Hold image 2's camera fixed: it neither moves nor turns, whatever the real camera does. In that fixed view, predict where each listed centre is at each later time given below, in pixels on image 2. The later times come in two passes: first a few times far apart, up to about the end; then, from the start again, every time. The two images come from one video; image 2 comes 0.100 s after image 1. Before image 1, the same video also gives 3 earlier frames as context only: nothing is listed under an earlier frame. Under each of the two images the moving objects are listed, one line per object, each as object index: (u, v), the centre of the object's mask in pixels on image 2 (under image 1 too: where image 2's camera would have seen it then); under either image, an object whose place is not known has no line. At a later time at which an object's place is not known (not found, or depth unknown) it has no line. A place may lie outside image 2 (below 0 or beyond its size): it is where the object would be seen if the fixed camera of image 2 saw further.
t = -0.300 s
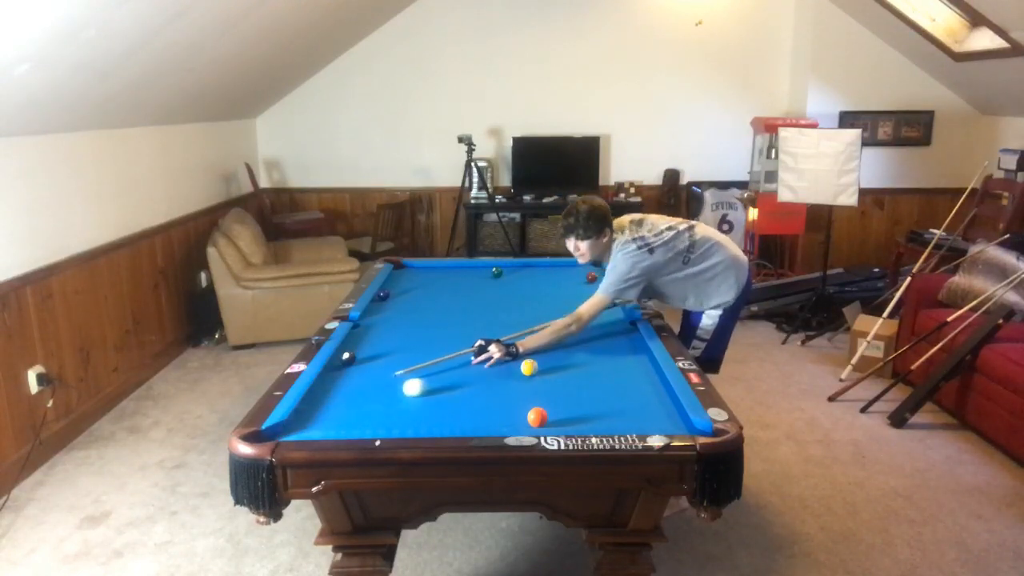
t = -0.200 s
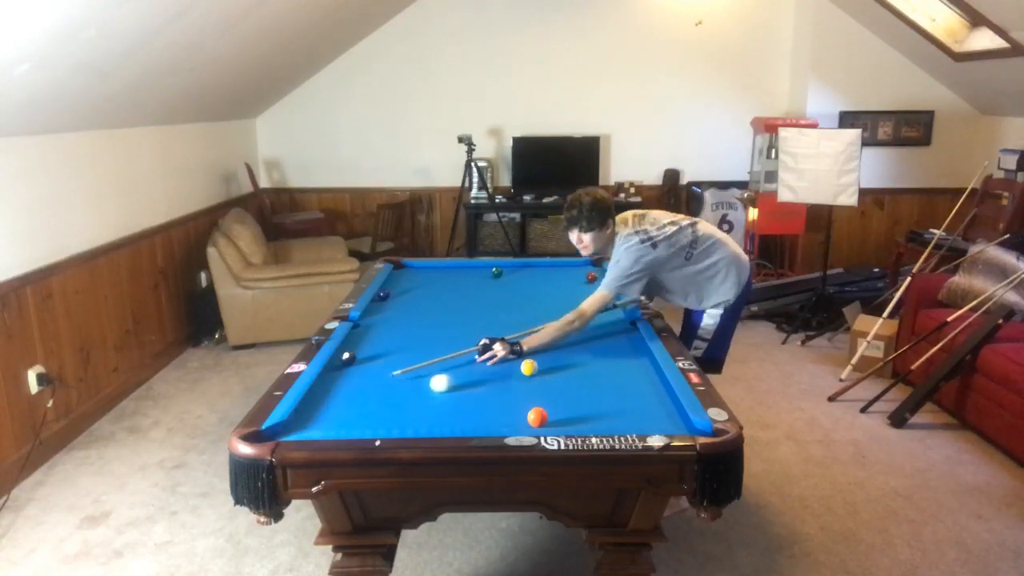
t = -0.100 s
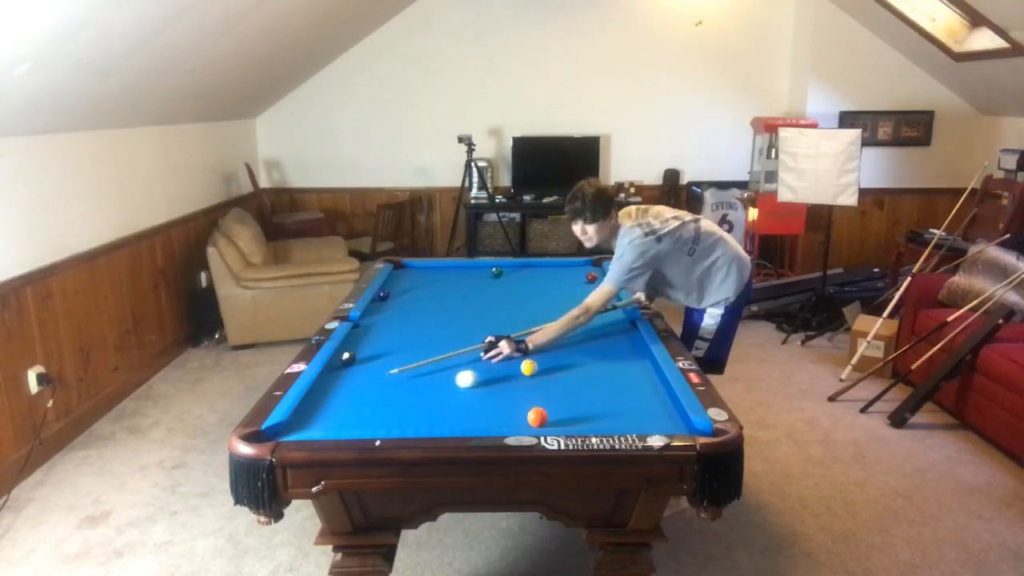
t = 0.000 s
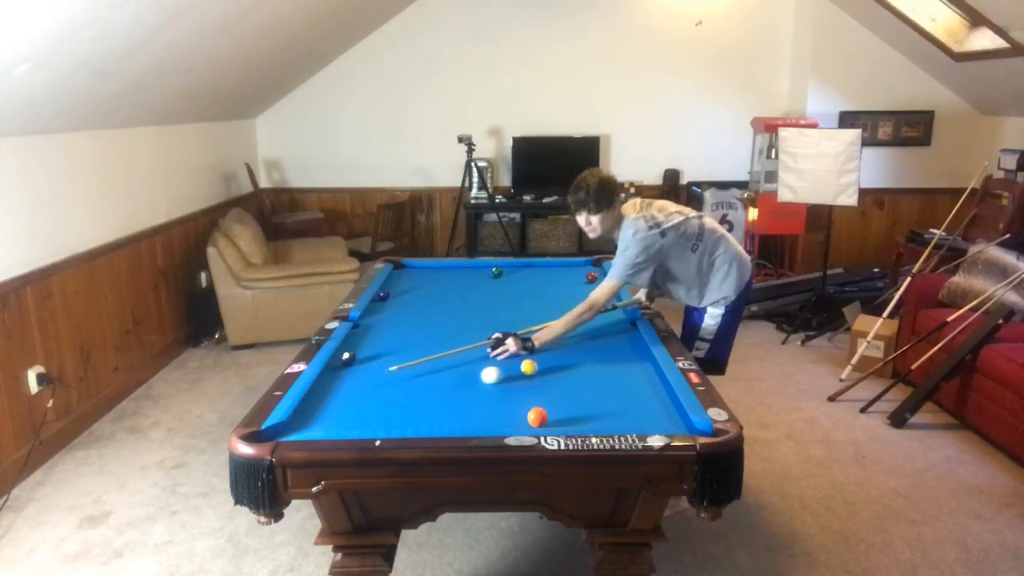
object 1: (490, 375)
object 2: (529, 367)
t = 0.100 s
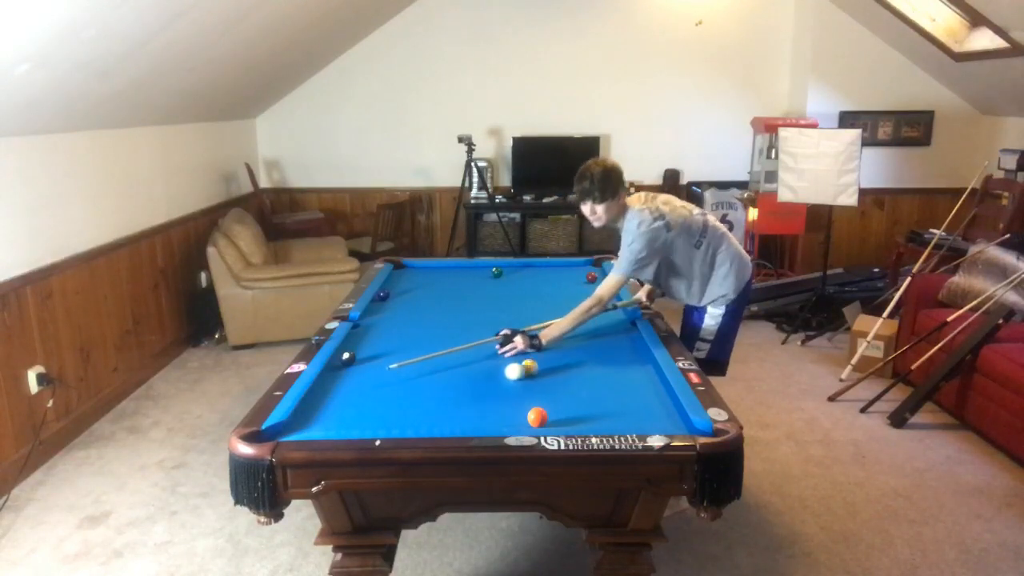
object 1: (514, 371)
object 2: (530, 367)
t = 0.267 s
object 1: (527, 372)
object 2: (550, 360)
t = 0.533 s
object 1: (549, 373)
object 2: (579, 352)
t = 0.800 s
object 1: (570, 374)
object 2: (605, 344)
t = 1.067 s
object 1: (589, 374)
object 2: (628, 338)
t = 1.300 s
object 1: (603, 375)
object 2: (626, 334)
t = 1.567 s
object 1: (619, 375)
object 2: (612, 330)
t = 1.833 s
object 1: (633, 375)
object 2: (599, 328)
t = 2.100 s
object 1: (644, 375)
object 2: (589, 325)
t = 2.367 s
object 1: (654, 375)
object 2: (579, 323)
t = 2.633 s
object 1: (651, 374)
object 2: (571, 321)
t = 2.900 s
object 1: (647, 374)
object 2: (564, 320)
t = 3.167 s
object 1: (646, 374)
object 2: (559, 319)
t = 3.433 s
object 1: (646, 374)
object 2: (554, 318)
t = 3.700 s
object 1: (646, 374)
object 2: (551, 317)
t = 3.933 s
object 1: (646, 374)
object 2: (550, 316)
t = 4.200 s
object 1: (646, 374)
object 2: (549, 316)
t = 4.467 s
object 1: (646, 374)
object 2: (549, 316)
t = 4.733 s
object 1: (646, 374)
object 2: (549, 316)
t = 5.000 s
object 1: (646, 374)
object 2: (549, 316)
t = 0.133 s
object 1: (517, 371)
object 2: (533, 365)
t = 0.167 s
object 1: (519, 372)
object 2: (538, 364)
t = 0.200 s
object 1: (522, 372)
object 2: (542, 362)
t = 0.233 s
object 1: (525, 372)
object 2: (547, 361)
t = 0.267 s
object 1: (527, 372)
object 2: (550, 360)
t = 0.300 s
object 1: (530, 372)
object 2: (554, 359)
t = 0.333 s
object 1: (533, 372)
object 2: (558, 358)
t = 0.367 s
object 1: (536, 373)
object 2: (562, 357)
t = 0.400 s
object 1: (539, 372)
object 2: (565, 356)
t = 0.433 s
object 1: (541, 373)
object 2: (569, 355)
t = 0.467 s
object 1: (544, 373)
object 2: (572, 354)
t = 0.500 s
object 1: (547, 373)
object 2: (575, 353)
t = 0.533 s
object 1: (549, 373)
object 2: (579, 352)
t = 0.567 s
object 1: (552, 373)
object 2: (582, 351)
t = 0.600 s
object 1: (555, 373)
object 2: (586, 350)
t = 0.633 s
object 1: (557, 373)
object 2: (589, 349)
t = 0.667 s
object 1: (560, 373)
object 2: (592, 348)
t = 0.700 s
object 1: (562, 374)
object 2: (595, 347)
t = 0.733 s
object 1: (565, 374)
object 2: (598, 346)
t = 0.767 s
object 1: (567, 374)
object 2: (602, 345)
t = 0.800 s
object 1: (570, 374)
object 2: (605, 344)
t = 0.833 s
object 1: (572, 374)
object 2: (608, 344)
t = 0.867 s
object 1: (575, 374)
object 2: (610, 343)
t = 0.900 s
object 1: (577, 374)
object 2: (613, 342)
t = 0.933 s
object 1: (579, 374)
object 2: (616, 341)
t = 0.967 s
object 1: (582, 374)
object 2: (619, 340)
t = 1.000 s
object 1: (584, 374)
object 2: (622, 340)
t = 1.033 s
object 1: (586, 374)
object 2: (625, 339)
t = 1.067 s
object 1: (589, 374)
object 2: (628, 338)
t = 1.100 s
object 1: (591, 374)
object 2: (631, 337)
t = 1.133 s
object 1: (593, 374)
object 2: (633, 336)
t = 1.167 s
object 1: (595, 374)
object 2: (633, 336)
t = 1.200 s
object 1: (597, 374)
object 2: (631, 335)
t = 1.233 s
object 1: (600, 374)
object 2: (629, 335)
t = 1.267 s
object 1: (601, 375)
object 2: (627, 334)
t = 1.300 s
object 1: (603, 375)
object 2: (626, 334)
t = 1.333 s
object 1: (605, 375)
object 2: (624, 333)
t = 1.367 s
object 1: (608, 375)
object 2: (623, 333)
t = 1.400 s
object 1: (610, 375)
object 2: (621, 333)
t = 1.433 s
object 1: (611, 374)
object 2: (619, 332)
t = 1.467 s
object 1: (613, 375)
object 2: (617, 332)
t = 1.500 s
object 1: (615, 375)
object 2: (615, 331)
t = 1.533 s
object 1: (617, 375)
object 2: (613, 331)
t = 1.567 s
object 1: (619, 375)
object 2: (612, 330)
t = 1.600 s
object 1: (621, 375)
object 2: (610, 330)
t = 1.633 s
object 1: (623, 375)
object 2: (609, 330)
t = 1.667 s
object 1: (624, 375)
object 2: (607, 329)
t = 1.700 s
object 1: (626, 375)
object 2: (606, 329)
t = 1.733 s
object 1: (627, 375)
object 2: (604, 329)
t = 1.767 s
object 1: (630, 375)
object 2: (603, 328)
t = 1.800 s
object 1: (631, 375)
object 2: (601, 328)
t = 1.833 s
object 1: (633, 375)
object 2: (599, 328)
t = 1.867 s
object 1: (634, 375)
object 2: (598, 327)
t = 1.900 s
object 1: (636, 375)
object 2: (596, 327)
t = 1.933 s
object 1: (637, 375)
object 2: (595, 327)
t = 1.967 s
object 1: (638, 375)
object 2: (594, 327)
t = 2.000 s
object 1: (640, 375)
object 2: (592, 326)
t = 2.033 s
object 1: (642, 375)
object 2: (591, 326)
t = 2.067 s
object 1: (642, 375)
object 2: (590, 326)
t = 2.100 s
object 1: (644, 375)
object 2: (589, 325)
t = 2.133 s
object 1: (645, 375)
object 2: (587, 325)
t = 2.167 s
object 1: (646, 375)
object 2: (586, 325)
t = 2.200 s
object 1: (648, 375)
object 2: (585, 324)
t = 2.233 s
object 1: (649, 375)
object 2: (583, 324)
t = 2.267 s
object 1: (651, 375)
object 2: (582, 324)
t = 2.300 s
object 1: (652, 375)
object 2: (581, 324)
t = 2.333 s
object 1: (653, 375)
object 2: (580, 323)
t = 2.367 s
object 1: (654, 375)
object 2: (579, 323)
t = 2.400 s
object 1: (655, 375)
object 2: (578, 323)
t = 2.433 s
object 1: (655, 375)
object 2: (577, 323)
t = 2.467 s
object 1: (654, 375)
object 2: (576, 322)
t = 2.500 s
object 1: (653, 375)
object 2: (575, 322)
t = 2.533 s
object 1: (653, 374)
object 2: (574, 322)
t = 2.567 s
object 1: (652, 374)
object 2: (573, 322)
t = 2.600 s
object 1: (651, 374)
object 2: (572, 322)
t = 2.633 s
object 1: (651, 374)
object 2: (571, 321)
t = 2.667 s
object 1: (650, 374)
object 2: (570, 321)
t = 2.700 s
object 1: (650, 374)
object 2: (569, 321)
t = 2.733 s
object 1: (650, 374)
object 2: (569, 321)
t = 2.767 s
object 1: (649, 374)
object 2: (567, 321)
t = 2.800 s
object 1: (649, 374)
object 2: (567, 321)
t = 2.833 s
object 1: (648, 374)
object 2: (566, 320)
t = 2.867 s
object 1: (647, 374)
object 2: (565, 320)
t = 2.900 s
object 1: (647, 374)
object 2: (564, 320)
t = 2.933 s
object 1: (647, 374)
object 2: (563, 320)
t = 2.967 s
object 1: (647, 374)
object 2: (562, 320)
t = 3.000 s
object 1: (647, 374)
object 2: (562, 320)
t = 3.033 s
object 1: (647, 374)
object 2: (561, 319)
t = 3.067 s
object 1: (646, 374)
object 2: (560, 319)
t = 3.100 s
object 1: (646, 374)
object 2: (560, 319)
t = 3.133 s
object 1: (646, 374)
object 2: (559, 319)
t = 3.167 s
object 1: (646, 374)
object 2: (559, 319)
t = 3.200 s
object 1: (646, 374)
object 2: (558, 319)
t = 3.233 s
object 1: (646, 374)
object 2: (557, 319)
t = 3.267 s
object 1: (646, 374)
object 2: (557, 318)
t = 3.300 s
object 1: (646, 374)
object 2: (556, 318)
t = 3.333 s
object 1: (646, 374)
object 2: (556, 318)
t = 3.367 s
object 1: (646, 374)
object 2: (555, 318)
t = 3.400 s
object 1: (646, 374)
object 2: (555, 318)
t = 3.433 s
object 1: (646, 374)
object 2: (554, 318)
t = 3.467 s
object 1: (646, 374)
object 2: (554, 318)
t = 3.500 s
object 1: (646, 374)
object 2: (553, 317)
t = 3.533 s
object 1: (646, 374)
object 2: (553, 317)
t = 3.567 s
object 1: (646, 374)
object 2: (553, 317)
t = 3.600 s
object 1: (646, 374)
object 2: (552, 317)
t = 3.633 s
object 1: (646, 374)
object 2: (552, 317)
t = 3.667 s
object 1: (646, 374)
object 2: (551, 317)
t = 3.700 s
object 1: (646, 374)
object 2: (551, 317)
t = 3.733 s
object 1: (646, 374)
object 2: (551, 317)
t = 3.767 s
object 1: (646, 374)
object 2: (551, 317)
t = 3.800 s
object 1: (646, 374)
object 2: (550, 317)
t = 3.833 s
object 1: (646, 374)
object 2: (550, 317)
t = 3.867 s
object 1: (646, 374)
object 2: (550, 317)
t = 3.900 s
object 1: (646, 374)
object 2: (550, 317)
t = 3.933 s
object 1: (646, 374)
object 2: (550, 316)
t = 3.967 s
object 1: (646, 374)
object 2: (549, 316)
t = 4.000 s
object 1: (646, 374)
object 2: (549, 316)
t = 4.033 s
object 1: (646, 374)
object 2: (549, 316)
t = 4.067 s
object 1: (646, 374)
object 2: (549, 316)
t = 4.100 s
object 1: (646, 374)
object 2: (549, 316)
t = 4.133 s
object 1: (646, 374)
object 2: (549, 316)
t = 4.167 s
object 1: (646, 374)
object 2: (549, 316)
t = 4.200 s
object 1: (646, 374)
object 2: (549, 316)
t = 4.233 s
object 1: (646, 374)
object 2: (549, 316)
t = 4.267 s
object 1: (646, 374)
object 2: (549, 316)
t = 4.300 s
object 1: (646, 374)
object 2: (549, 316)
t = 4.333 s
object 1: (646, 374)
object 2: (549, 316)
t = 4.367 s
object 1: (646, 374)
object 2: (549, 316)
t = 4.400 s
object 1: (646, 374)
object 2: (549, 316)
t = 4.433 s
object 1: (646, 374)
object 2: (549, 316)
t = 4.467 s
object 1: (646, 374)
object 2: (549, 316)
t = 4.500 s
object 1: (646, 374)
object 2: (549, 316)
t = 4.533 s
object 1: (646, 374)
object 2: (549, 316)
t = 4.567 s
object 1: (646, 374)
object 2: (549, 316)
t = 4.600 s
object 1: (646, 374)
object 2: (549, 316)
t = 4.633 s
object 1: (646, 374)
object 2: (549, 316)
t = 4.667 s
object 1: (646, 374)
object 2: (549, 316)
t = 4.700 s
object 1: (646, 374)
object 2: (549, 316)
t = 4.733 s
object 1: (646, 374)
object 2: (549, 316)
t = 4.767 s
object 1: (646, 374)
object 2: (549, 316)
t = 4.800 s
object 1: (646, 374)
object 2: (549, 316)
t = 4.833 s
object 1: (646, 374)
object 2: (549, 316)
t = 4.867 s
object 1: (646, 374)
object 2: (549, 316)
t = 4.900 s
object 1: (646, 374)
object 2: (549, 316)
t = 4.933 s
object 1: (646, 374)
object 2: (549, 316)
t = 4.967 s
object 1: (646, 374)
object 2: (549, 316)
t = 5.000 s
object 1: (646, 374)
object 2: (549, 316)
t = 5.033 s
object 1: (646, 374)
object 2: (549, 316)
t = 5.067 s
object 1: (646, 374)
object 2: (549, 316)
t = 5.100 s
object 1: (646, 374)
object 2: (549, 316)
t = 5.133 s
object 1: (646, 374)
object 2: (549, 316)
